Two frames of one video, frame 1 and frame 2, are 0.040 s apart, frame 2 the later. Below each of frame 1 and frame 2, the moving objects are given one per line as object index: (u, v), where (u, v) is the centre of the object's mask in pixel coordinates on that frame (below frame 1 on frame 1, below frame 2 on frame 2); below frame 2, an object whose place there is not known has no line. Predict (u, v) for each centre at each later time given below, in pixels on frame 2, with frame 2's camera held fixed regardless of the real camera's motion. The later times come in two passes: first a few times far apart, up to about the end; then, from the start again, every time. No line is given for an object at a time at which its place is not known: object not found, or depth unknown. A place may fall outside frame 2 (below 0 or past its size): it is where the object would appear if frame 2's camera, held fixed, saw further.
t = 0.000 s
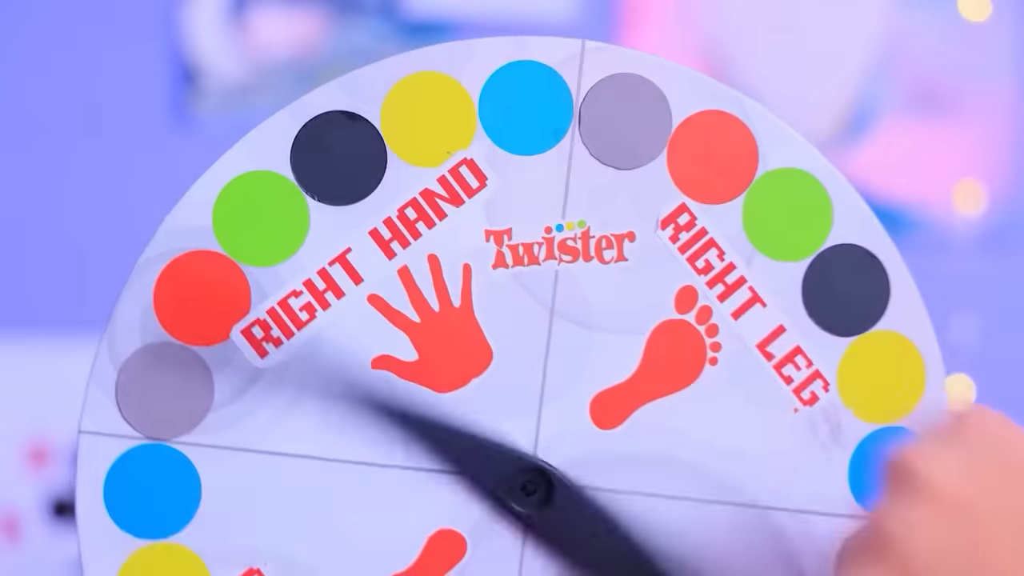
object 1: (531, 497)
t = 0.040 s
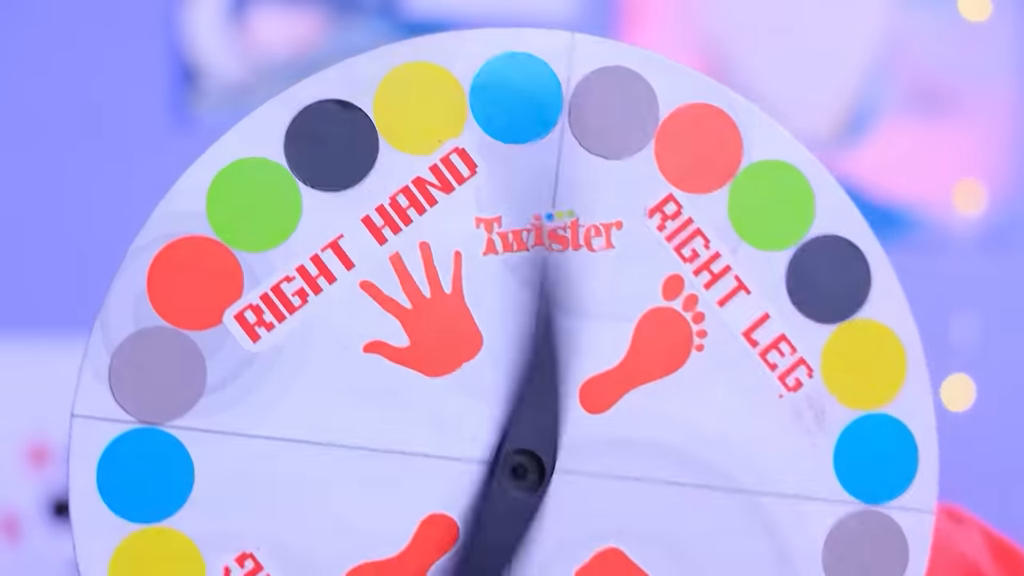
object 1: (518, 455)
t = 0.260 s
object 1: (503, 467)
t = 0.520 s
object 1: (553, 447)
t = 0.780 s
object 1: (493, 493)
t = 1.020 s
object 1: (521, 406)
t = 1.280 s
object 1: (515, 476)
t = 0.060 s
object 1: (496, 485)
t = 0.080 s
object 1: (482, 477)
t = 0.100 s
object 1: (475, 454)
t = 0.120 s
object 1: (491, 429)
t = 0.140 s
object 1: (513, 417)
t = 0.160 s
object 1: (538, 422)
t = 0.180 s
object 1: (565, 436)
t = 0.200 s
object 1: (574, 466)
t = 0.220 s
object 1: (566, 496)
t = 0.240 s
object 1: (520, 487)
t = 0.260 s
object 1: (503, 467)
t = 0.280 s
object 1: (508, 472)
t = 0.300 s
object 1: (505, 483)
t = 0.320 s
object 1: (484, 503)
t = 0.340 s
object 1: (479, 490)
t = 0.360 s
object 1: (480, 479)
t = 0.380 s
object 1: (476, 466)
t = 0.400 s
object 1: (475, 448)
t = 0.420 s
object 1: (485, 429)
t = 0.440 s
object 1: (498, 415)
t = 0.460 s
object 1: (516, 411)
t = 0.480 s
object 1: (533, 421)
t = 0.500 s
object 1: (545, 433)
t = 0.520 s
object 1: (553, 447)
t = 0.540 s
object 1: (558, 460)
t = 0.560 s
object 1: (554, 474)
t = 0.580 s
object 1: (551, 485)
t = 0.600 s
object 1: (543, 491)
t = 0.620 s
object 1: (530, 490)
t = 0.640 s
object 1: (494, 455)
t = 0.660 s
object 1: (508, 464)
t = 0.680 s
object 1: (508, 454)
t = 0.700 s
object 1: (512, 444)
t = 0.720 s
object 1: (517, 451)
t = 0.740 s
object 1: (520, 458)
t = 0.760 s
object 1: (509, 481)
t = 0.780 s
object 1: (493, 493)
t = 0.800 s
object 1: (491, 487)
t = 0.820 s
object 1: (486, 484)
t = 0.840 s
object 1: (495, 478)
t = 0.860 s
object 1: (499, 476)
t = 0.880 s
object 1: (493, 471)
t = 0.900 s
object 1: (484, 460)
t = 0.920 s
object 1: (476, 444)
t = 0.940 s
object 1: (479, 430)
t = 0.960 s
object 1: (487, 419)
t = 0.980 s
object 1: (497, 410)
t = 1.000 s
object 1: (509, 406)
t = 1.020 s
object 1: (521, 406)
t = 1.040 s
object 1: (533, 409)
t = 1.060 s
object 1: (543, 417)
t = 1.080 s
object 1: (549, 426)
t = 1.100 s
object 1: (550, 437)
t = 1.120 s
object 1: (548, 449)
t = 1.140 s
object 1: (543, 459)
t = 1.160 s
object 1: (532, 468)
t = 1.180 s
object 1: (531, 472)
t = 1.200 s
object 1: (530, 474)
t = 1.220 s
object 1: (528, 476)
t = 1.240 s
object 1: (523, 477)
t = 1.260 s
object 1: (517, 476)
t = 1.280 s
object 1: (515, 476)
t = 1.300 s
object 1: (522, 478)
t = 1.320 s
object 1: (518, 476)
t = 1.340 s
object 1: (513, 471)
